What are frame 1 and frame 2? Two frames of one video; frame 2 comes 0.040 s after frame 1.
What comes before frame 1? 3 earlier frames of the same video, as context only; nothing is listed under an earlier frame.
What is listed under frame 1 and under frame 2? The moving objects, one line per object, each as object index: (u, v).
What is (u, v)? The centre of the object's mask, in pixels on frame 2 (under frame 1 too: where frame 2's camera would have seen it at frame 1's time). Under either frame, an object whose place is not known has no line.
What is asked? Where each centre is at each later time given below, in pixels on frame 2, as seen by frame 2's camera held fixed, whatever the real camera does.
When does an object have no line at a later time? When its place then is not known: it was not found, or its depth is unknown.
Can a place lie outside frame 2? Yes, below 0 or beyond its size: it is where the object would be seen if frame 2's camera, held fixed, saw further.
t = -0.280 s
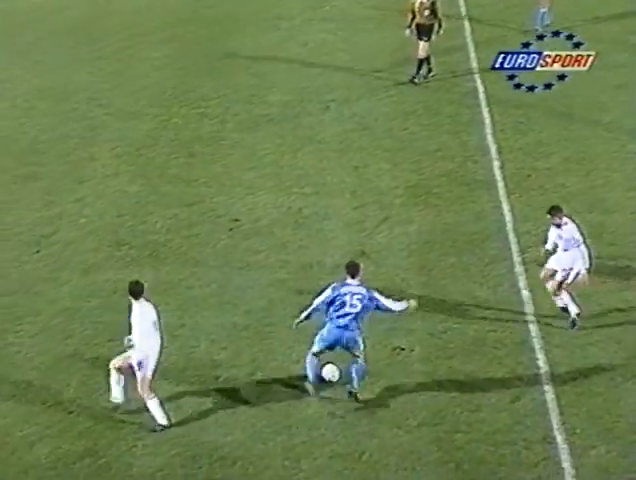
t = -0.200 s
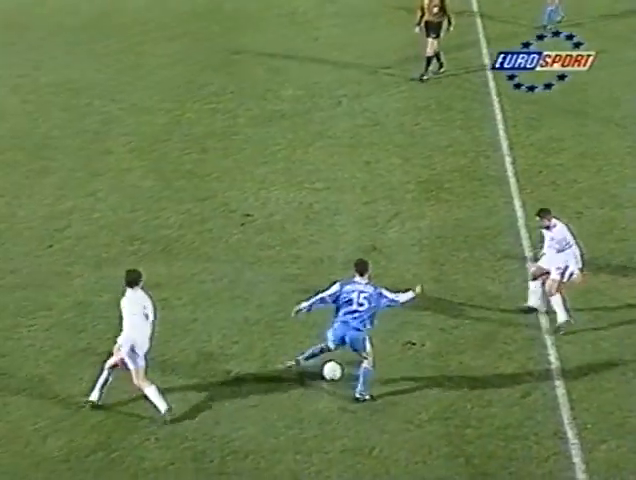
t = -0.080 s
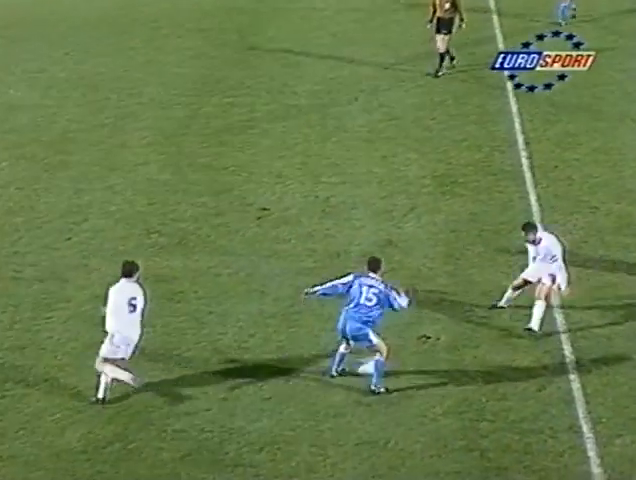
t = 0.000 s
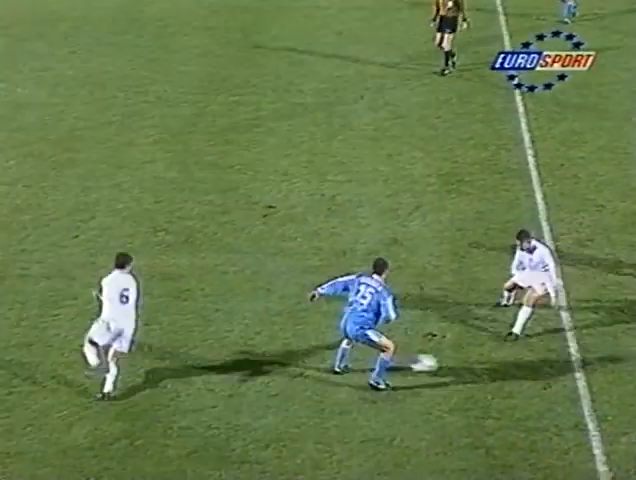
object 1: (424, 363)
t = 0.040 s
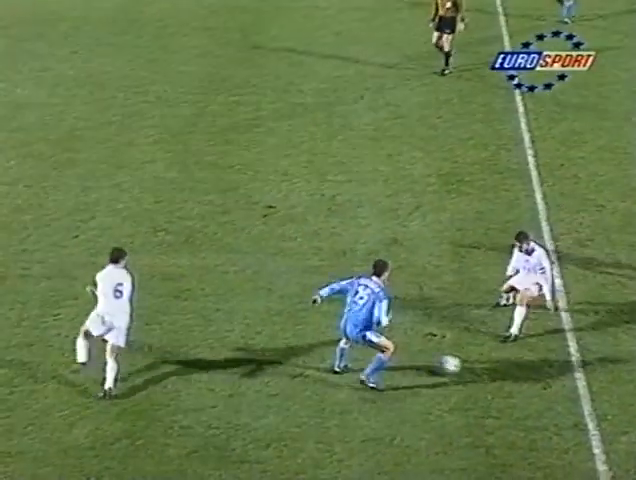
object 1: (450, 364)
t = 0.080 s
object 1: (473, 366)
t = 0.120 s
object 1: (498, 369)
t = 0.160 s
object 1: (521, 368)
